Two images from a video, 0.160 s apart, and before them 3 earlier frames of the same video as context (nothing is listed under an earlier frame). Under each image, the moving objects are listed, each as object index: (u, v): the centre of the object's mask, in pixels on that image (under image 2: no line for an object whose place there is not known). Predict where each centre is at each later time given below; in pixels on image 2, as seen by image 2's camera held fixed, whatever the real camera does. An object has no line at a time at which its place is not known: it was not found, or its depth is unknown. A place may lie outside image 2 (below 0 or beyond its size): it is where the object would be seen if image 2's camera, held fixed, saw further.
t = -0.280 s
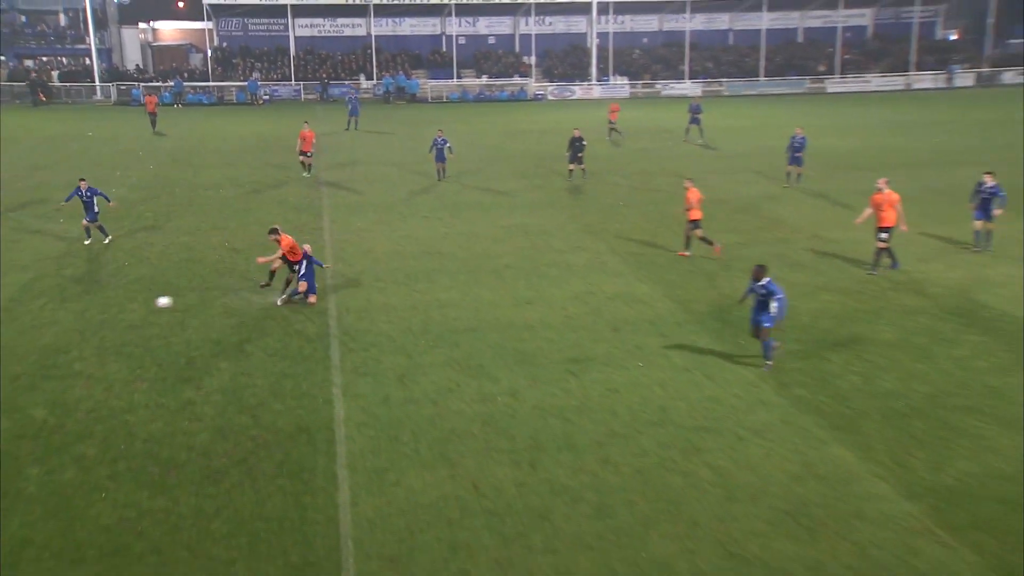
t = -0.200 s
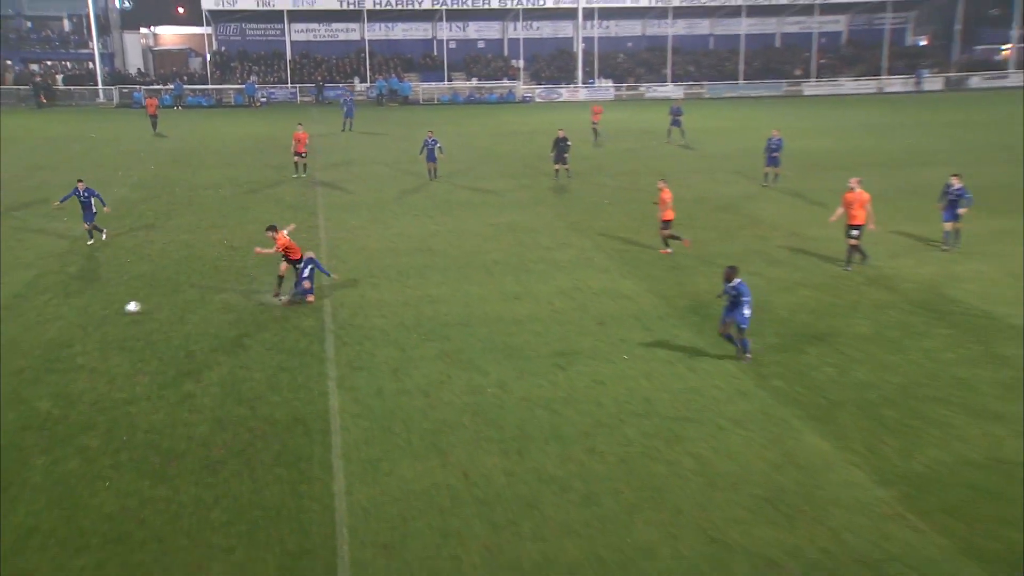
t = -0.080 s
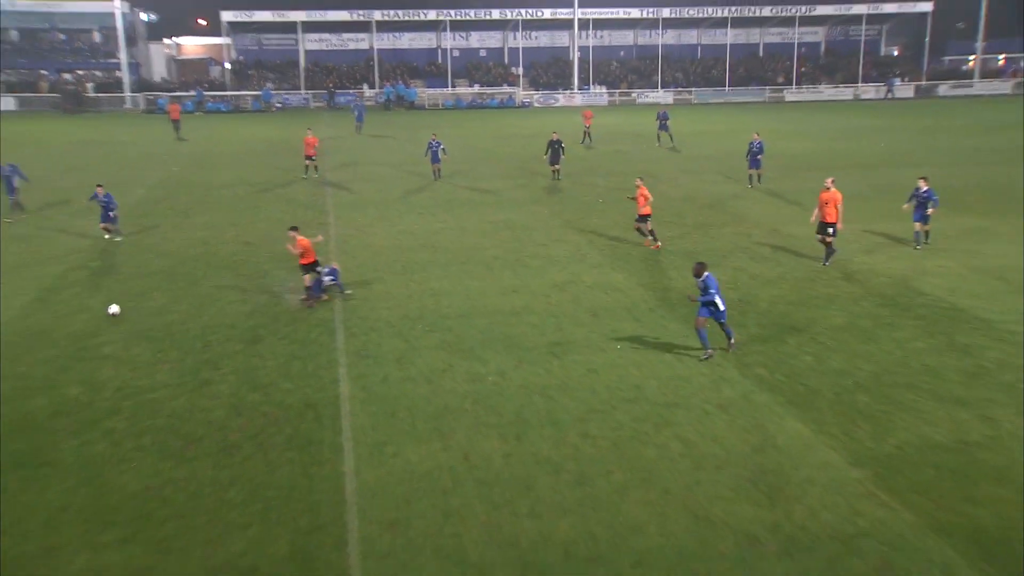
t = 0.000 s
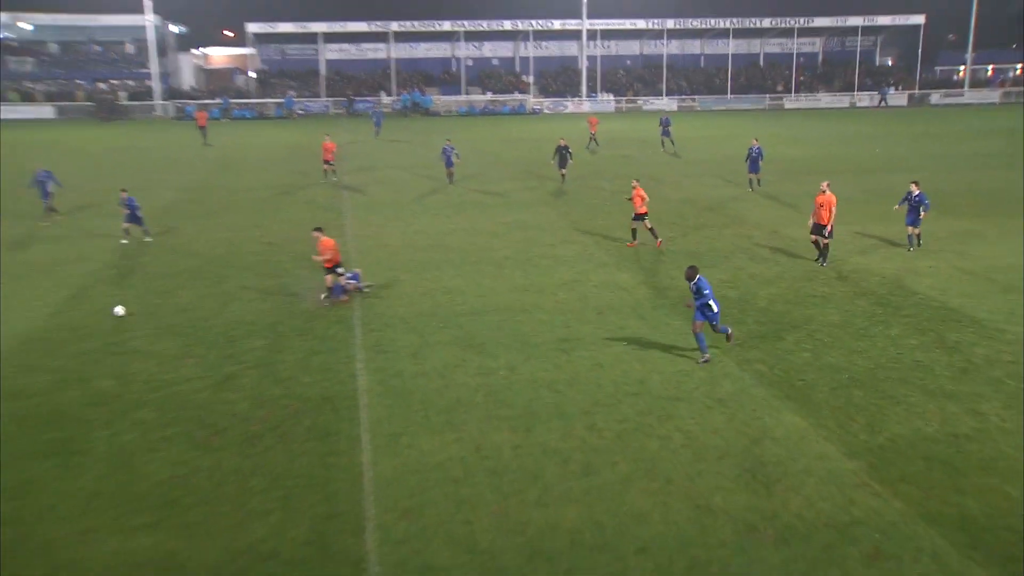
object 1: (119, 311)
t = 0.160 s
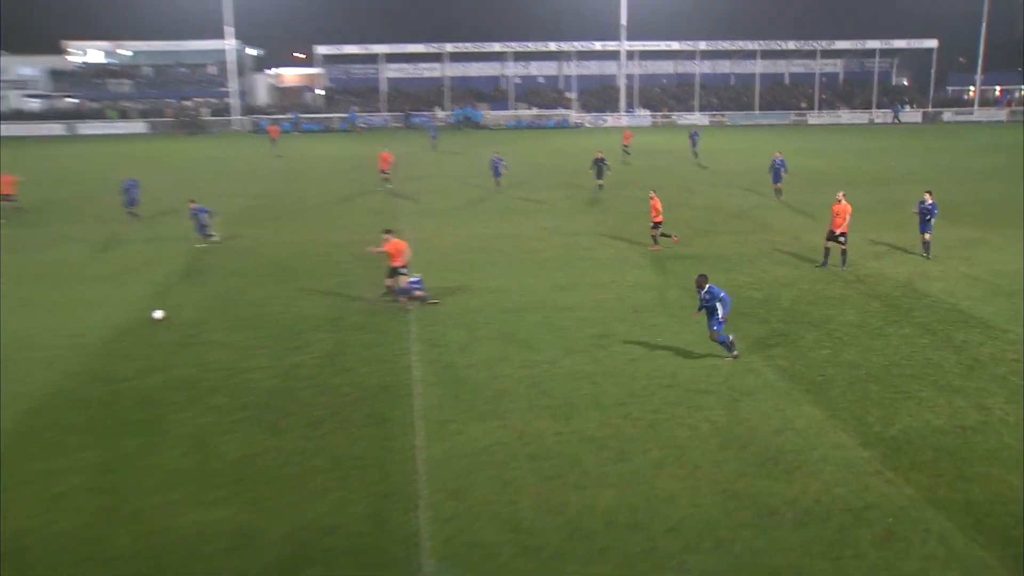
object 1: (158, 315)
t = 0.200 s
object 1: (150, 317)
